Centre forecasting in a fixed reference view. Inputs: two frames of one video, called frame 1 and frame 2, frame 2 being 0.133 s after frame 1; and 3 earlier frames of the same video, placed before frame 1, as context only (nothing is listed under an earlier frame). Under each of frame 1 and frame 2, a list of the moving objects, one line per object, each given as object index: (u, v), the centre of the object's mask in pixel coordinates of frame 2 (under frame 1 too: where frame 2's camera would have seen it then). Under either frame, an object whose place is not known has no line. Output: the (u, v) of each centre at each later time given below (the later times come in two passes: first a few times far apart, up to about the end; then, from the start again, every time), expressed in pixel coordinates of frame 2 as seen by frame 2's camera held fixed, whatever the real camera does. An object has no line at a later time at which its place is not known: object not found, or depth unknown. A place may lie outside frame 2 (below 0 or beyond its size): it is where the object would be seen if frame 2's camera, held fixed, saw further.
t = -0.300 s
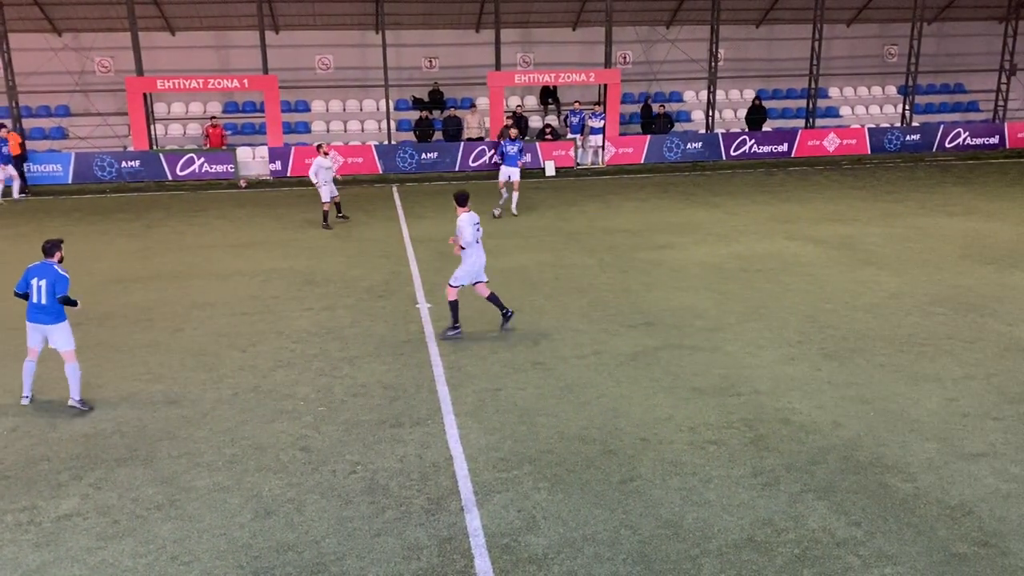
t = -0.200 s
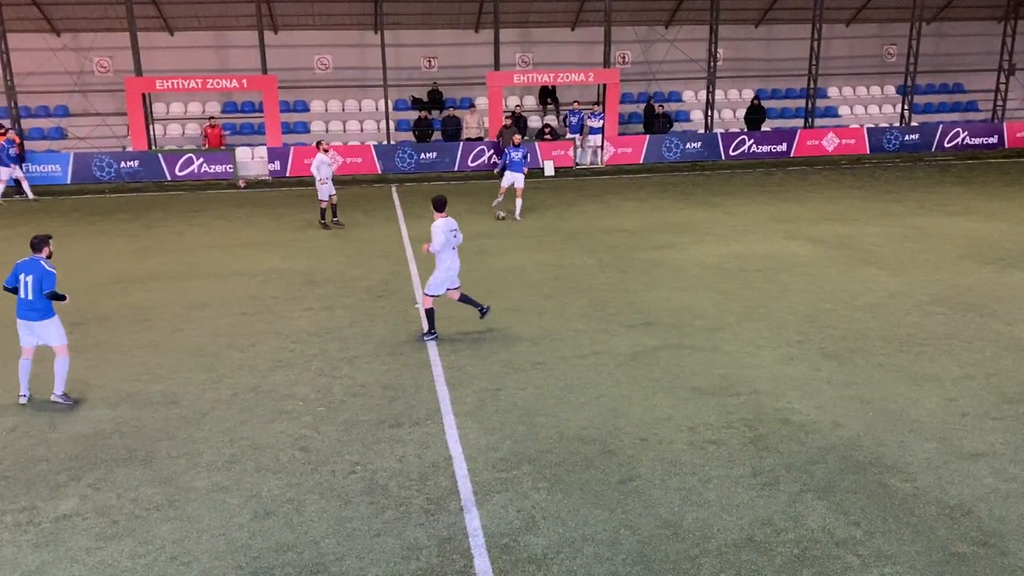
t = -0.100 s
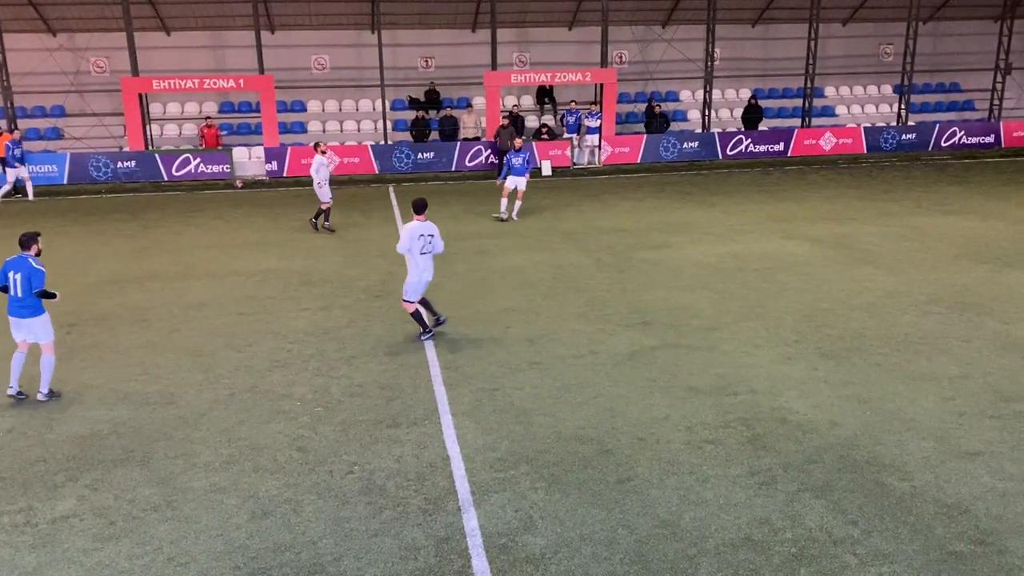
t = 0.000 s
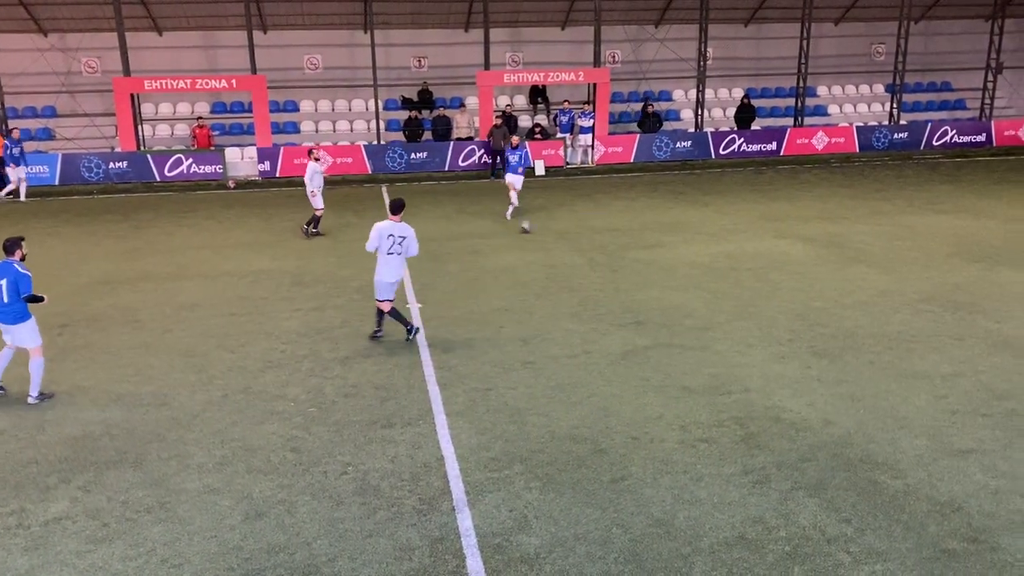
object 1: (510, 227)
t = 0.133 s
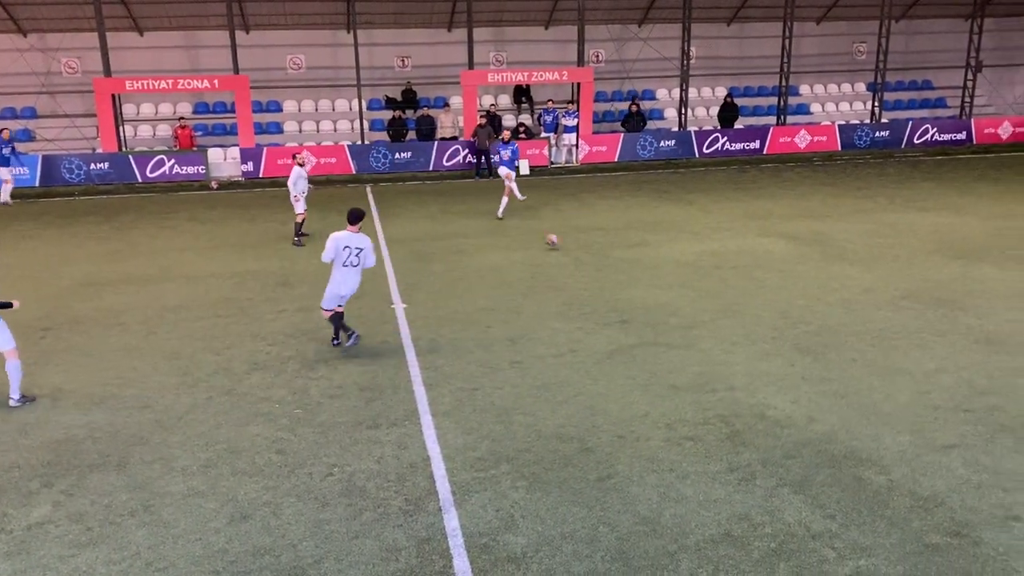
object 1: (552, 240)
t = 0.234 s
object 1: (586, 256)
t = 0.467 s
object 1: (672, 290)
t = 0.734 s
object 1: (777, 334)
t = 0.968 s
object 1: (898, 382)
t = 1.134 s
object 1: (1009, 427)
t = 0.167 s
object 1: (564, 245)
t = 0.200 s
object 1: (575, 251)
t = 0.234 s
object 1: (586, 256)
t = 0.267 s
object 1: (599, 263)
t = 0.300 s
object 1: (611, 267)
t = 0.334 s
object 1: (623, 271)
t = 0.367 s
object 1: (634, 274)
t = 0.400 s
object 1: (647, 278)
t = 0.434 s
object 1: (659, 283)
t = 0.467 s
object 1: (672, 290)
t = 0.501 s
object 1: (686, 297)
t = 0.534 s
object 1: (698, 301)
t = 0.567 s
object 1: (710, 305)
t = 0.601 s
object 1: (723, 309)
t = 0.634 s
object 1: (736, 314)
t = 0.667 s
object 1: (750, 320)
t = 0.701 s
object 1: (764, 327)
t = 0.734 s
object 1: (777, 334)
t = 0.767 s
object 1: (794, 338)
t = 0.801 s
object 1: (809, 343)
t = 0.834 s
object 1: (825, 349)
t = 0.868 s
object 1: (842, 357)
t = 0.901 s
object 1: (860, 366)
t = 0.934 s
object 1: (878, 377)
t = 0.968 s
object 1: (898, 382)
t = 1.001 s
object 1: (918, 390)
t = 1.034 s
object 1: (939, 398)
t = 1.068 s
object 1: (962, 409)
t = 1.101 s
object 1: (984, 419)
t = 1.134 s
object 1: (1009, 427)
